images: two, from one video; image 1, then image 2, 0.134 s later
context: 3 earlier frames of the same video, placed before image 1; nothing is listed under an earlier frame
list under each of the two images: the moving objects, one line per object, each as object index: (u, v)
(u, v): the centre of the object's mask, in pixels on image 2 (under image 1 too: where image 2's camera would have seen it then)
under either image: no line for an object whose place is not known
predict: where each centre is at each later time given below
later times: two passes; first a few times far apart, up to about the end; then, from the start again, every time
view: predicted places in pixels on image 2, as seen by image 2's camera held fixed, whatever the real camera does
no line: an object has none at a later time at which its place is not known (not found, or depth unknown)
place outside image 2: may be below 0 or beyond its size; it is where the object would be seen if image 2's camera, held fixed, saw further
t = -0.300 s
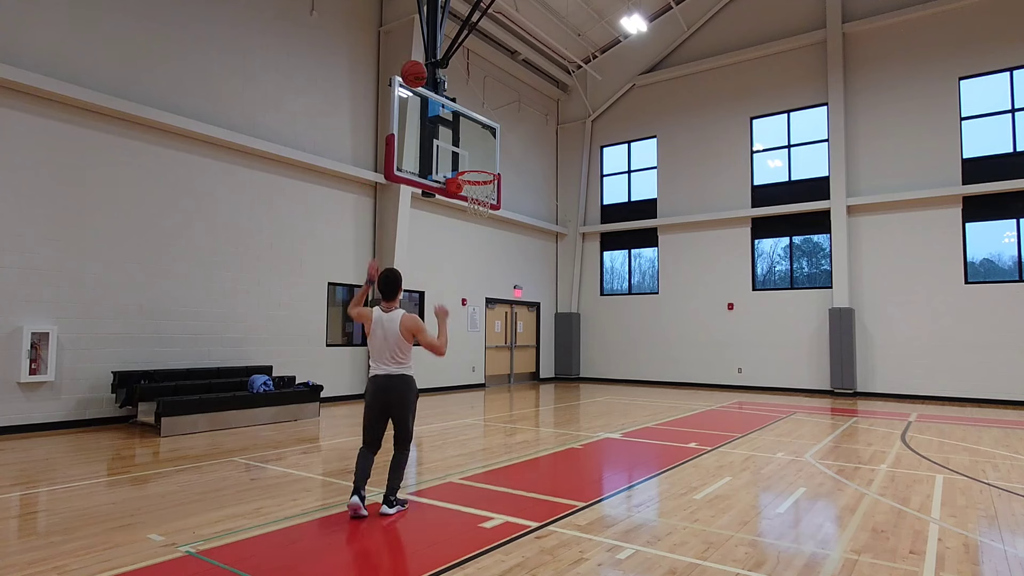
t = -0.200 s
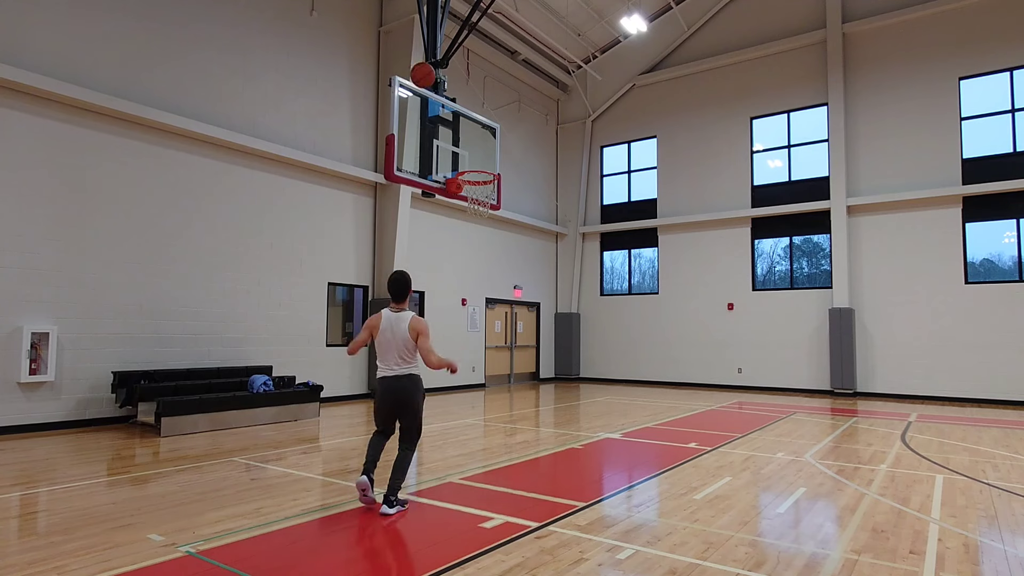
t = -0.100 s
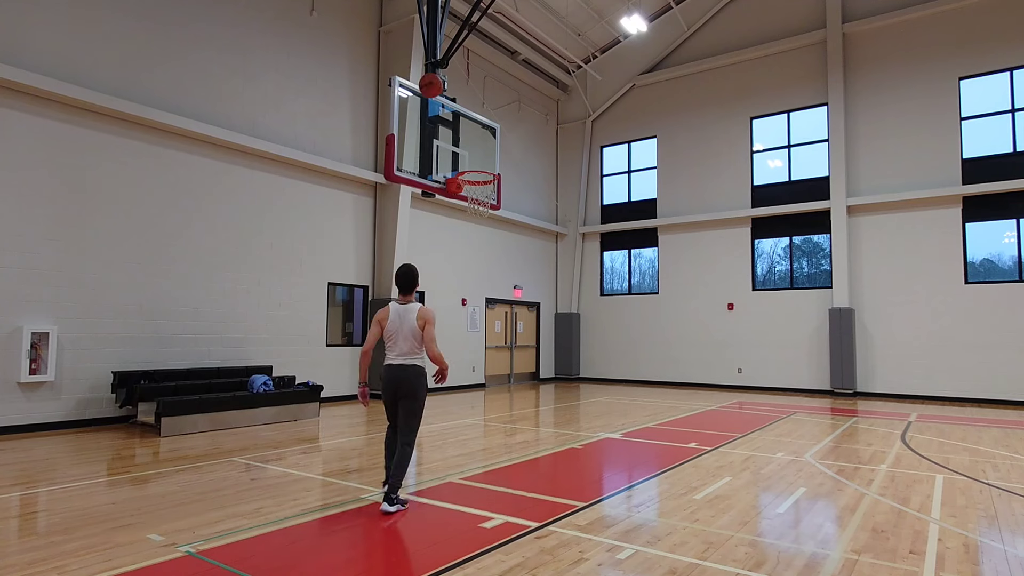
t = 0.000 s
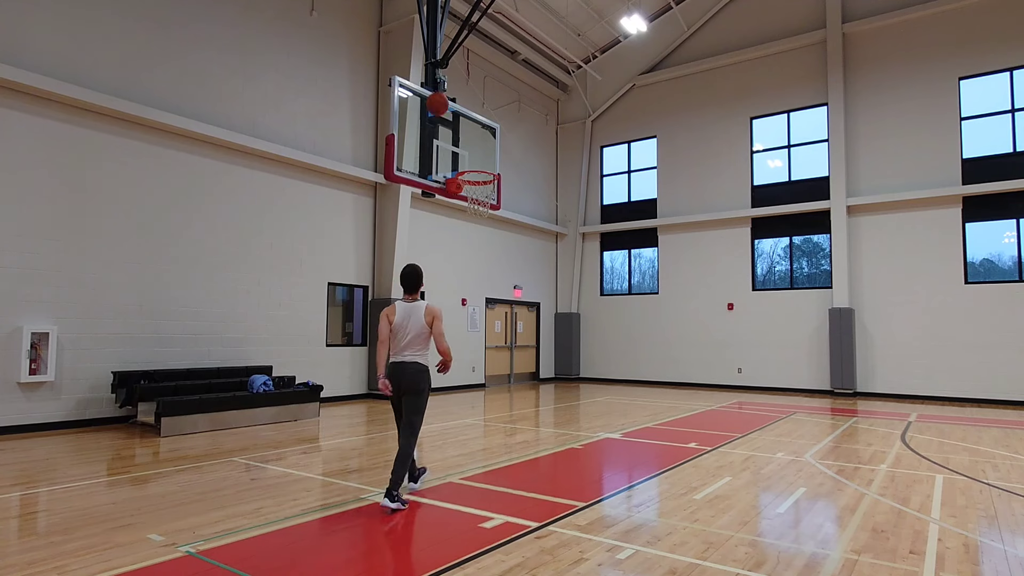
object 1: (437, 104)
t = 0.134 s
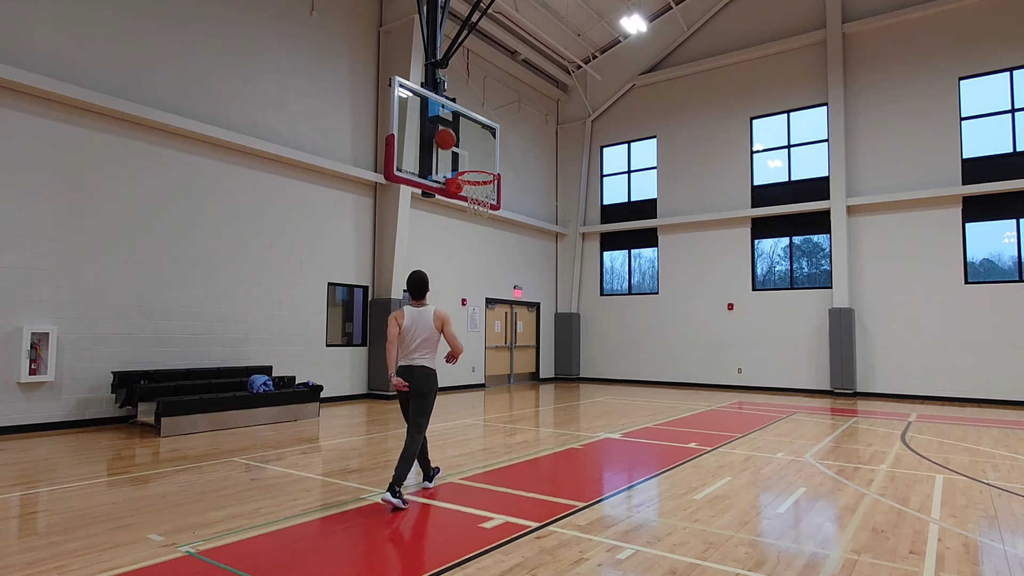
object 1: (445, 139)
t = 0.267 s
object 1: (466, 168)
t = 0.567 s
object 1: (470, 182)
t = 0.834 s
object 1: (492, 202)
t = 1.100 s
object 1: (486, 242)
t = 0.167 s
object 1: (448, 148)
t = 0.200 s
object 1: (454, 155)
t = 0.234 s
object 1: (459, 163)
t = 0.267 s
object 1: (466, 168)
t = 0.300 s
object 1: (474, 172)
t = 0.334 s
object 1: (482, 175)
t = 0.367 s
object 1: (485, 176)
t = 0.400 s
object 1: (480, 175)
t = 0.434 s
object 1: (474, 174)
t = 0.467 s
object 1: (471, 175)
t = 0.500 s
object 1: (471, 177)
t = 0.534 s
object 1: (469, 180)
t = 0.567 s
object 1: (470, 182)
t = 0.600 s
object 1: (474, 186)
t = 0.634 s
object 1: (478, 190)
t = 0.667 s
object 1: (482, 195)
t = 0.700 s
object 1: (486, 198)
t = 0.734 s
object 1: (489, 200)
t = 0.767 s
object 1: (491, 200)
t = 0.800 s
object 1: (492, 201)
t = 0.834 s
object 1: (492, 202)
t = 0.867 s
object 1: (492, 204)
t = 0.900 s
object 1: (492, 206)
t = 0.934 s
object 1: (491, 210)
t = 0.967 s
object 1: (490, 214)
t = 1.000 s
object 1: (489, 219)
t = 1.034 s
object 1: (488, 226)
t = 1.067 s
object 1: (487, 233)
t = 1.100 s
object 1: (486, 242)
